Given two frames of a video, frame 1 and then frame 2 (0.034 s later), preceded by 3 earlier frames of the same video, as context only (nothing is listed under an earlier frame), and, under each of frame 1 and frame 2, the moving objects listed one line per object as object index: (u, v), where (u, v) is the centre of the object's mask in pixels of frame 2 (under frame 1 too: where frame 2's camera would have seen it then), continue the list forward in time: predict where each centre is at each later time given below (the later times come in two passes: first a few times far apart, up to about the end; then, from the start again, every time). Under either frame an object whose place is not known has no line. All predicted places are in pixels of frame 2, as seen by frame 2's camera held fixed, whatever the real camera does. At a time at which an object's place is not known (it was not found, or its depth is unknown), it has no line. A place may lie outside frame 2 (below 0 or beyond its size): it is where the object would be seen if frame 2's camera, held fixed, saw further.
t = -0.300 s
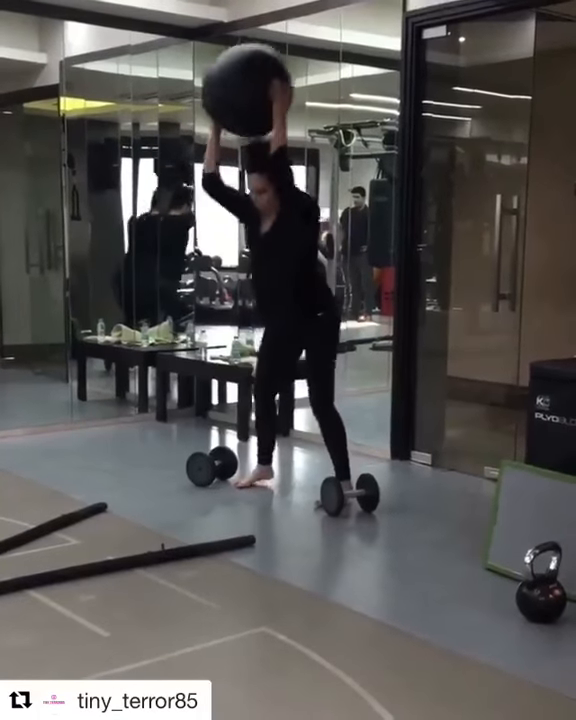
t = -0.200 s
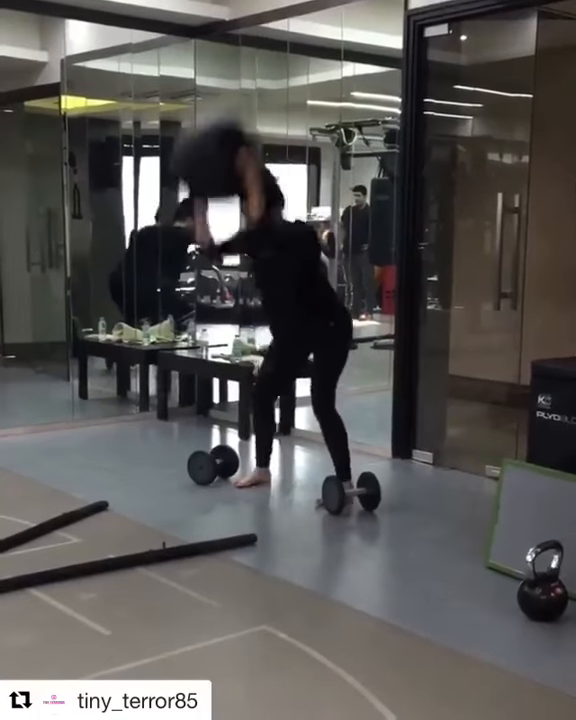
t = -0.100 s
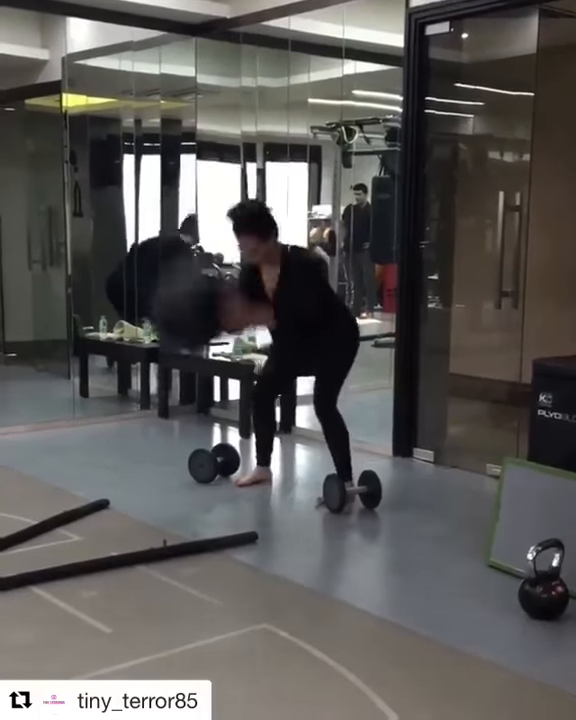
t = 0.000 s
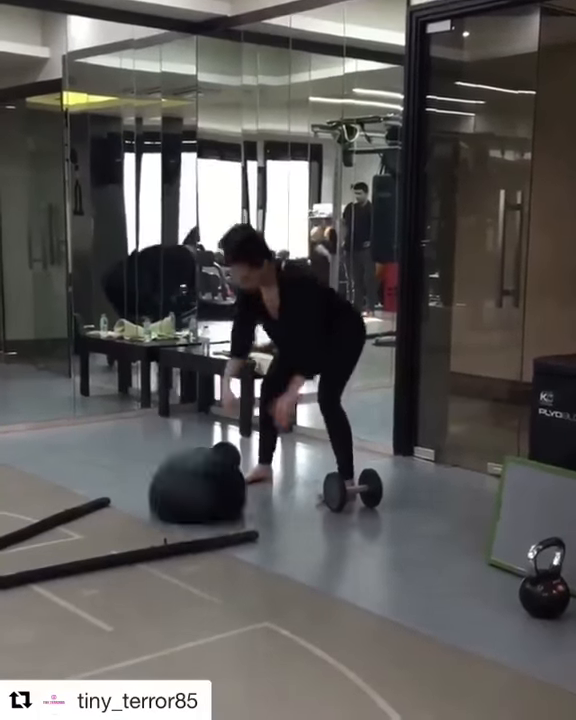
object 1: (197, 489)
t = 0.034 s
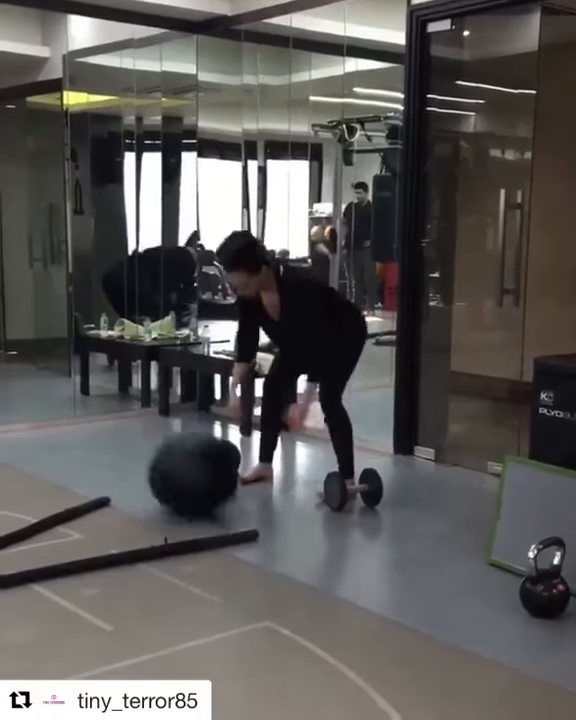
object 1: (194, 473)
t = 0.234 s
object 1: (162, 402)
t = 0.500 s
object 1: (115, 453)
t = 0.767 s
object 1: (113, 466)
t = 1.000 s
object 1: (124, 477)
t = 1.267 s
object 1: (126, 475)
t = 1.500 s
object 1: (121, 475)
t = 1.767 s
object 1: (120, 475)
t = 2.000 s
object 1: (120, 476)
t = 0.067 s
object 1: (189, 455)
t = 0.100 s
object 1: (183, 441)
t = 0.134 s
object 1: (177, 427)
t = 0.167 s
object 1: (171, 417)
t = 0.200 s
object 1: (166, 409)
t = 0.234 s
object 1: (162, 402)
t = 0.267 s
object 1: (155, 400)
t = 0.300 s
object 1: (148, 400)
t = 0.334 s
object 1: (144, 401)
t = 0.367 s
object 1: (137, 407)
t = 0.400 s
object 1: (132, 415)
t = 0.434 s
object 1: (126, 425)
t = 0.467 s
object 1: (121, 440)
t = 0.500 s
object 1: (115, 453)
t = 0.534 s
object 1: (110, 469)
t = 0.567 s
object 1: (107, 480)
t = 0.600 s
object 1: (107, 475)
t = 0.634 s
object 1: (108, 469)
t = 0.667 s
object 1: (109, 464)
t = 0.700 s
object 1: (110, 462)
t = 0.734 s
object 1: (111, 463)
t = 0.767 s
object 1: (113, 466)
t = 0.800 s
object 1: (114, 472)
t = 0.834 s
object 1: (115, 478)
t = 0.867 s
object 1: (117, 478)
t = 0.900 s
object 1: (118, 476)
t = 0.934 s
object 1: (120, 475)
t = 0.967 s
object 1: (122, 476)
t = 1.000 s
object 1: (124, 477)
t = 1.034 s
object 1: (125, 477)
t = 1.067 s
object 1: (126, 476)
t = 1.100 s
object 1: (126, 476)
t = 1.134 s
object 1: (127, 476)
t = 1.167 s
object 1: (127, 476)
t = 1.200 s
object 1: (127, 476)
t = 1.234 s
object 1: (127, 475)
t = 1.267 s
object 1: (126, 475)
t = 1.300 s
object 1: (126, 475)
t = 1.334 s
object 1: (125, 475)
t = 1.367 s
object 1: (124, 475)
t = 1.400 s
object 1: (124, 475)
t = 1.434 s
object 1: (123, 475)
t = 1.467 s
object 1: (122, 475)
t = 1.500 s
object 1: (121, 475)
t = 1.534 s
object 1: (121, 475)
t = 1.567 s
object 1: (120, 475)
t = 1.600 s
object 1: (120, 475)
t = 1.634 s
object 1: (119, 475)
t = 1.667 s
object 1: (119, 475)
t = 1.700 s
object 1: (120, 475)
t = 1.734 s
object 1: (120, 476)
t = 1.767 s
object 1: (120, 475)
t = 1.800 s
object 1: (120, 475)
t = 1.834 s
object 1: (120, 476)
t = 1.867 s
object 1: (120, 475)
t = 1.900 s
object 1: (120, 475)
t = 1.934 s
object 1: (120, 476)
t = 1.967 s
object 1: (120, 476)
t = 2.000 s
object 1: (120, 476)
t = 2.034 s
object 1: (120, 476)
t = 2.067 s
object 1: (120, 476)
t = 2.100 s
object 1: (120, 476)
